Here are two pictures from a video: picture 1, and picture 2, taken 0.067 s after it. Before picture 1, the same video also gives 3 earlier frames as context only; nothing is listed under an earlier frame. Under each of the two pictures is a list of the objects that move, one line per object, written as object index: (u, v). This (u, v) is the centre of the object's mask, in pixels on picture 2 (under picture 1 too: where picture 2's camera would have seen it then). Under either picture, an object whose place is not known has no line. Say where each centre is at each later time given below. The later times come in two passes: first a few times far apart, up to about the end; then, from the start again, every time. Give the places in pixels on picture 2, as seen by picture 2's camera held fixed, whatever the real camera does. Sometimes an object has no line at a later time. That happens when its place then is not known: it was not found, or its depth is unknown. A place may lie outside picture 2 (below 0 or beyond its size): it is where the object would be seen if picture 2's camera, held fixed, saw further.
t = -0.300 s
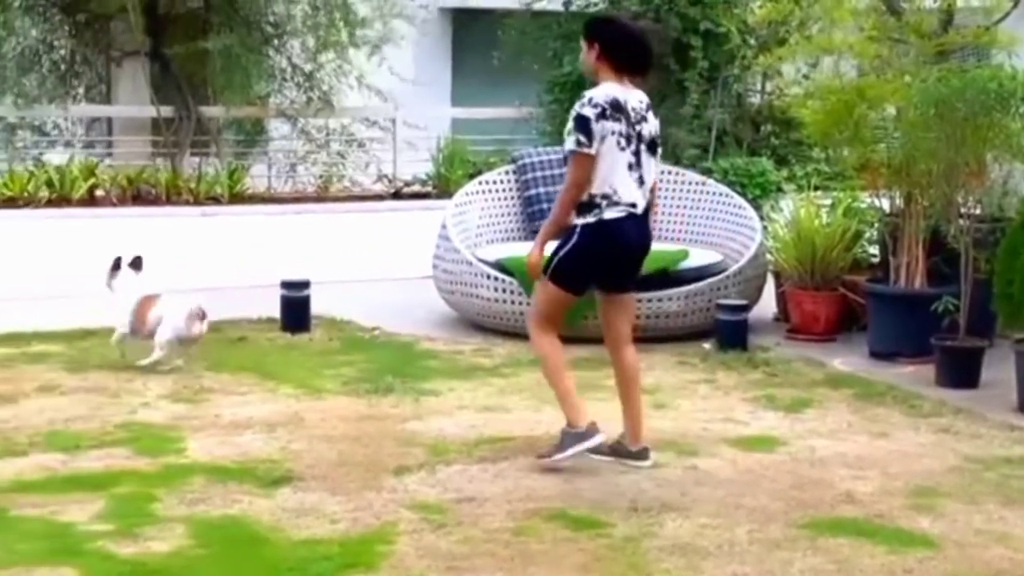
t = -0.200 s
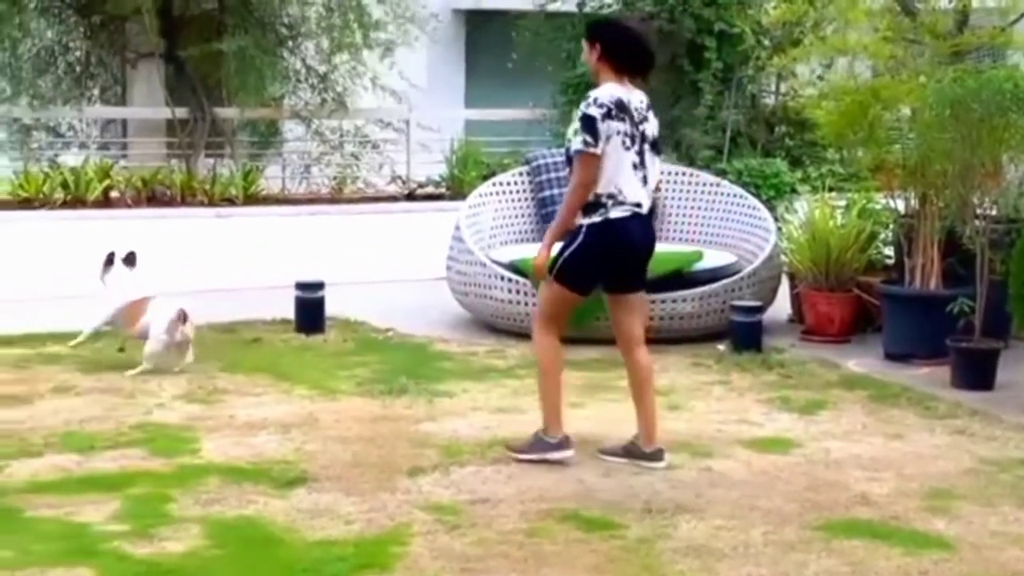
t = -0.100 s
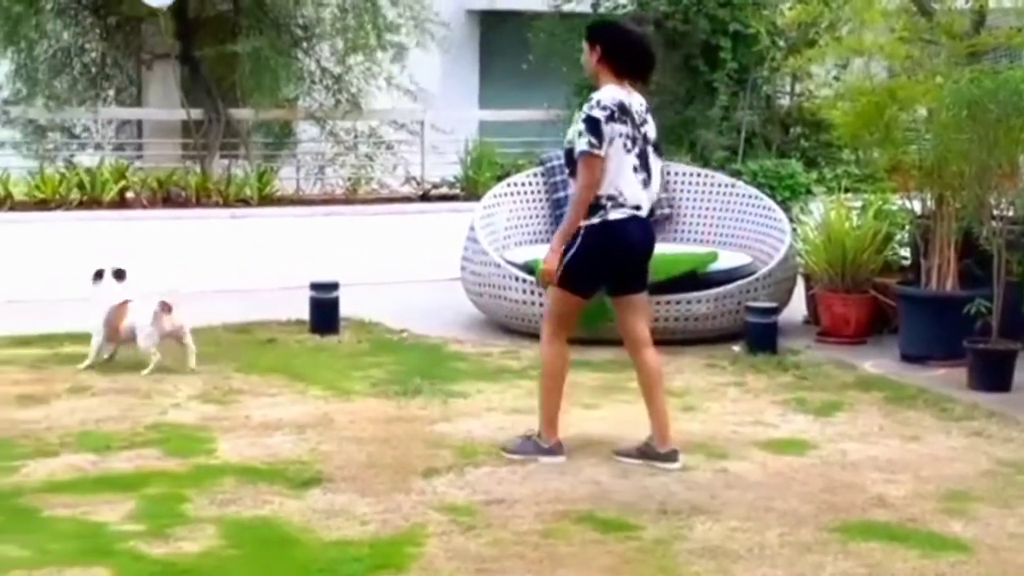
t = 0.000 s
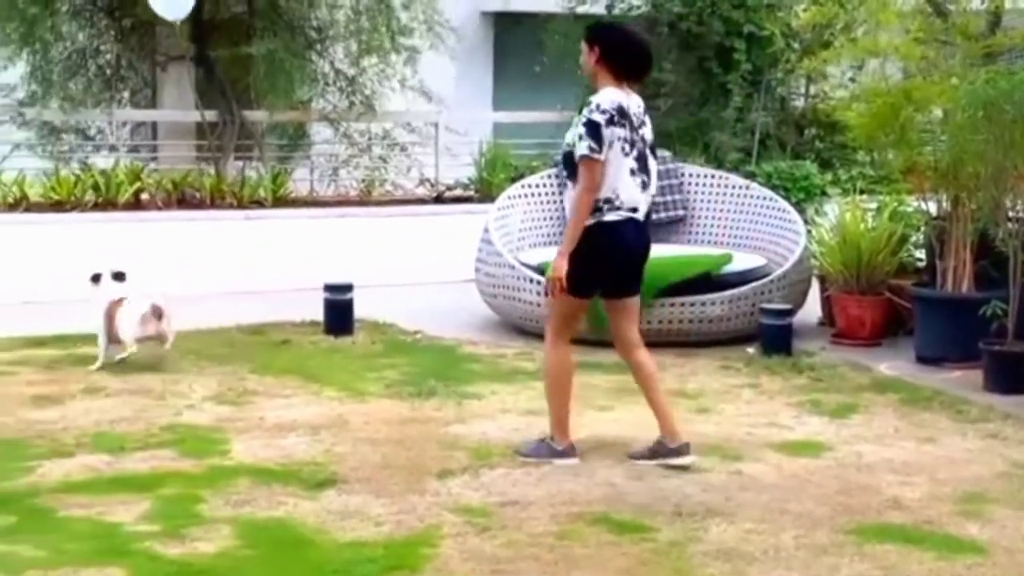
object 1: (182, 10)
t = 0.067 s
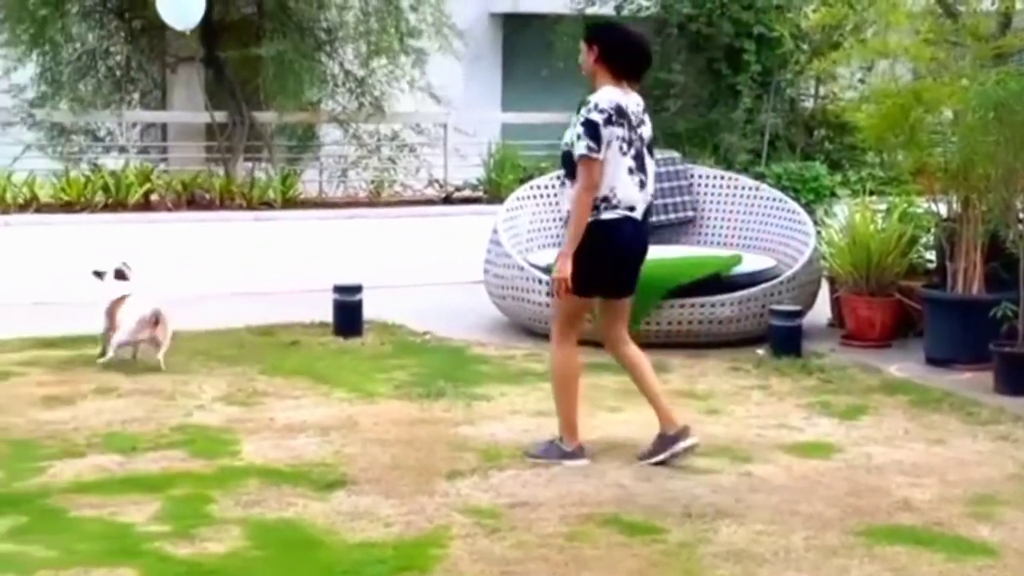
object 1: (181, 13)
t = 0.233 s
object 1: (179, 26)
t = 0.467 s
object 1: (182, 53)
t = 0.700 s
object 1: (185, 69)
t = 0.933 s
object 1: (182, 83)
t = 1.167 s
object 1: (167, 107)
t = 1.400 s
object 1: (144, 142)
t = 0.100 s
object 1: (181, 15)
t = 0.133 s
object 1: (180, 17)
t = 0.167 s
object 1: (180, 19)
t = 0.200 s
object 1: (179, 22)
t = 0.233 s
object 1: (179, 26)
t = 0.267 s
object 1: (180, 30)
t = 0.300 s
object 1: (180, 34)
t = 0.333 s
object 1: (180, 39)
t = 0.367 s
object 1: (181, 43)
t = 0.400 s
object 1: (181, 46)
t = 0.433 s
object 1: (182, 50)
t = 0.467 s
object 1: (182, 53)
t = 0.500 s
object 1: (182, 56)
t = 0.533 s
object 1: (183, 59)
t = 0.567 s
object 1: (183, 61)
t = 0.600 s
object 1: (184, 63)
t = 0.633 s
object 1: (184, 65)
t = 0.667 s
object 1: (185, 67)
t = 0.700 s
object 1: (185, 69)
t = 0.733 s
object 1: (185, 71)
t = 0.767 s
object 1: (185, 72)
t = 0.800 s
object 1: (185, 74)
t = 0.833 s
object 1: (185, 76)
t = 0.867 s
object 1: (184, 78)
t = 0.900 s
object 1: (183, 81)
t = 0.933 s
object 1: (182, 83)
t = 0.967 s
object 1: (181, 86)
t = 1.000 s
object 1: (179, 89)
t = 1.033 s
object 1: (177, 92)
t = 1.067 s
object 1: (175, 95)
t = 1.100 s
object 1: (173, 99)
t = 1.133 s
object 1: (170, 103)
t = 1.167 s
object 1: (167, 107)
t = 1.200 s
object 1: (164, 112)
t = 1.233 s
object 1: (161, 116)
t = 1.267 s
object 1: (158, 121)
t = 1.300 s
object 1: (154, 126)
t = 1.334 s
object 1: (151, 132)
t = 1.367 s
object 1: (147, 136)
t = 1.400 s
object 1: (144, 142)
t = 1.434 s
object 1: (140, 148)
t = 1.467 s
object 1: (137, 154)
